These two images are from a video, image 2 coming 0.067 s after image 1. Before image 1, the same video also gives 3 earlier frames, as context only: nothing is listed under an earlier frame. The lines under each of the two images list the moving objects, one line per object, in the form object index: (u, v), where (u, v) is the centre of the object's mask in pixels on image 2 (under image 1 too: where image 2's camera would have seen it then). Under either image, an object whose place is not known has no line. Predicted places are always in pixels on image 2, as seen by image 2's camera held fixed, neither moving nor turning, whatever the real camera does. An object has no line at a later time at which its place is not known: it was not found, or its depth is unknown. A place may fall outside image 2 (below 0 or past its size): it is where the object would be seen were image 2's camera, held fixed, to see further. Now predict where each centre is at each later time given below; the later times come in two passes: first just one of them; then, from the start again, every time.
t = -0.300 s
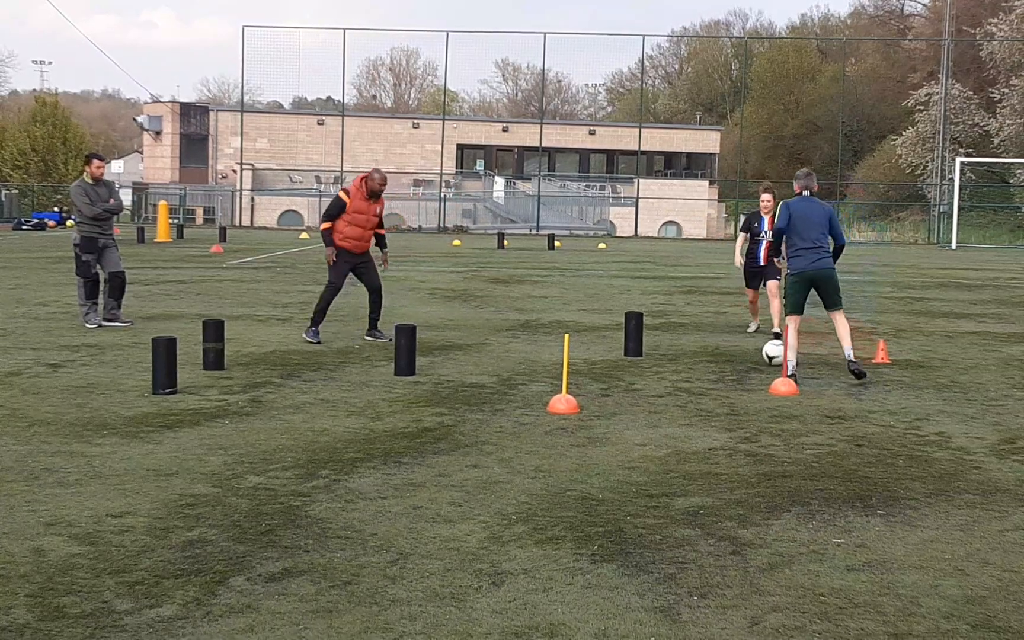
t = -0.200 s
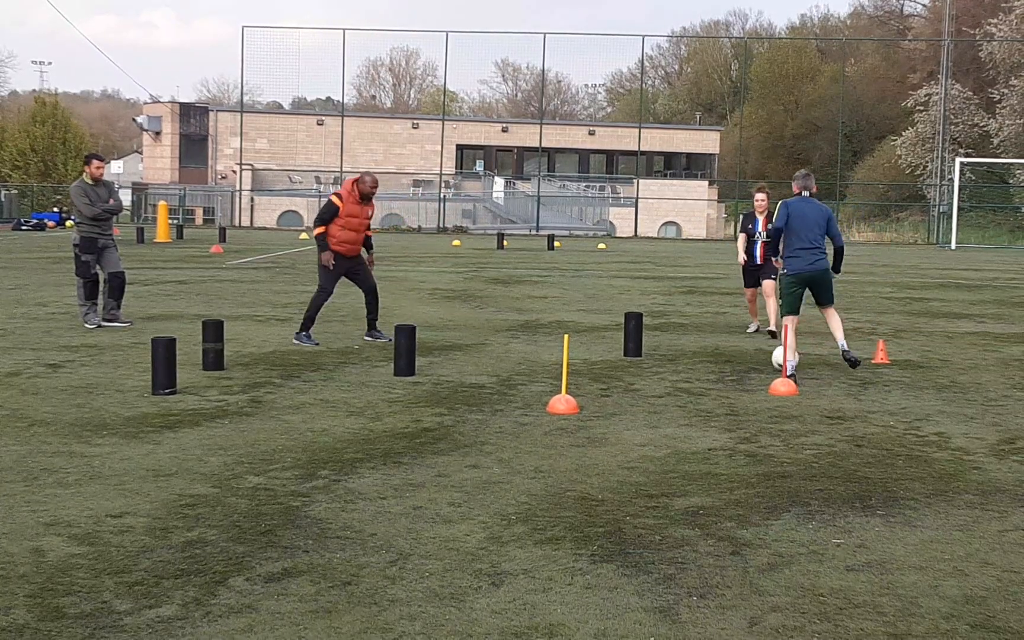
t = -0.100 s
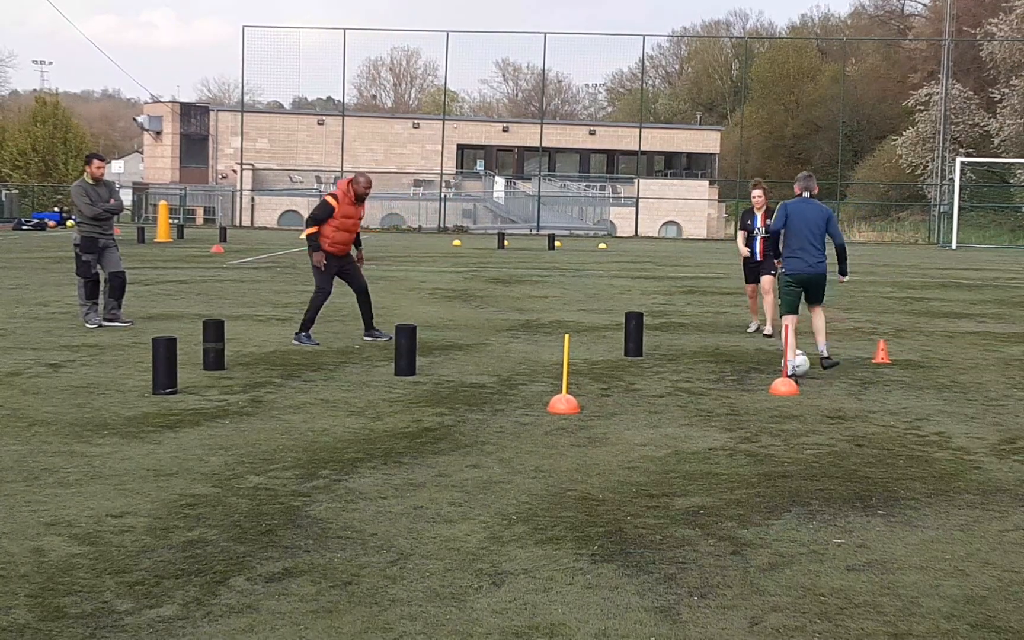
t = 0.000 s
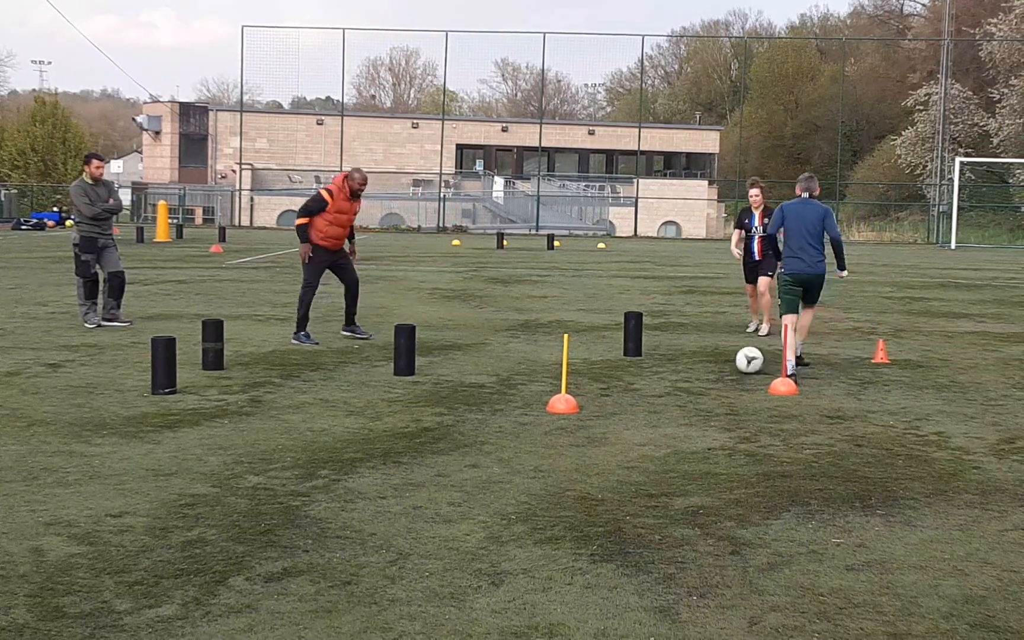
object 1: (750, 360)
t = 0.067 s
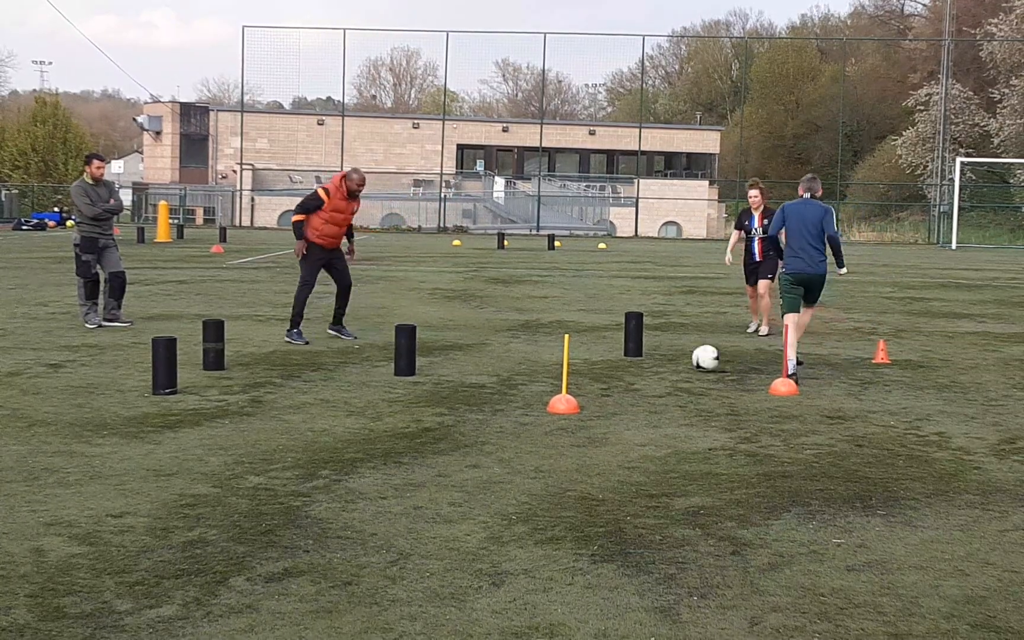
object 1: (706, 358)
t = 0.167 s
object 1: (645, 355)
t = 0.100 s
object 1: (684, 357)
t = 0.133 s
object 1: (664, 356)
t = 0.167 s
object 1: (645, 355)
